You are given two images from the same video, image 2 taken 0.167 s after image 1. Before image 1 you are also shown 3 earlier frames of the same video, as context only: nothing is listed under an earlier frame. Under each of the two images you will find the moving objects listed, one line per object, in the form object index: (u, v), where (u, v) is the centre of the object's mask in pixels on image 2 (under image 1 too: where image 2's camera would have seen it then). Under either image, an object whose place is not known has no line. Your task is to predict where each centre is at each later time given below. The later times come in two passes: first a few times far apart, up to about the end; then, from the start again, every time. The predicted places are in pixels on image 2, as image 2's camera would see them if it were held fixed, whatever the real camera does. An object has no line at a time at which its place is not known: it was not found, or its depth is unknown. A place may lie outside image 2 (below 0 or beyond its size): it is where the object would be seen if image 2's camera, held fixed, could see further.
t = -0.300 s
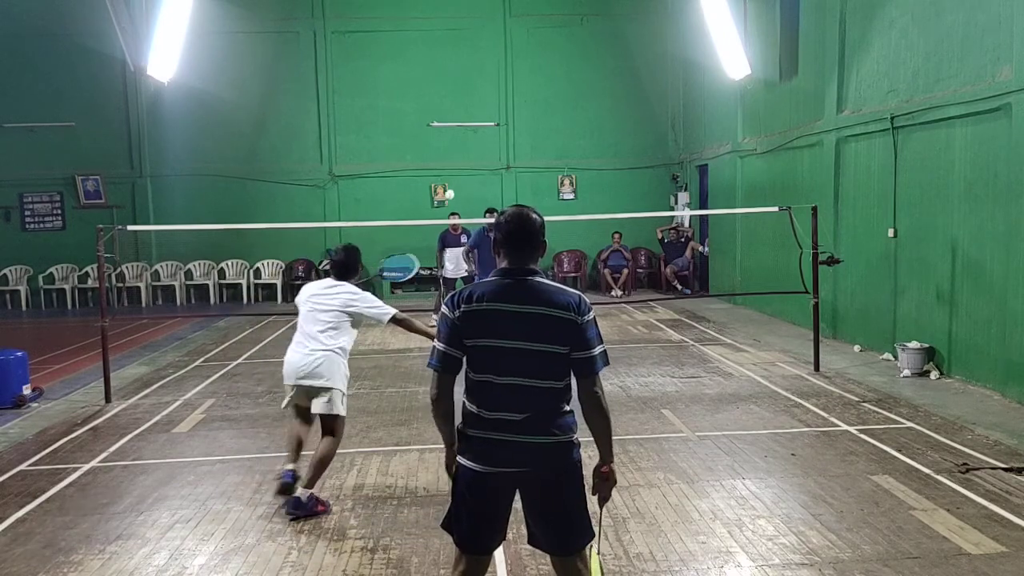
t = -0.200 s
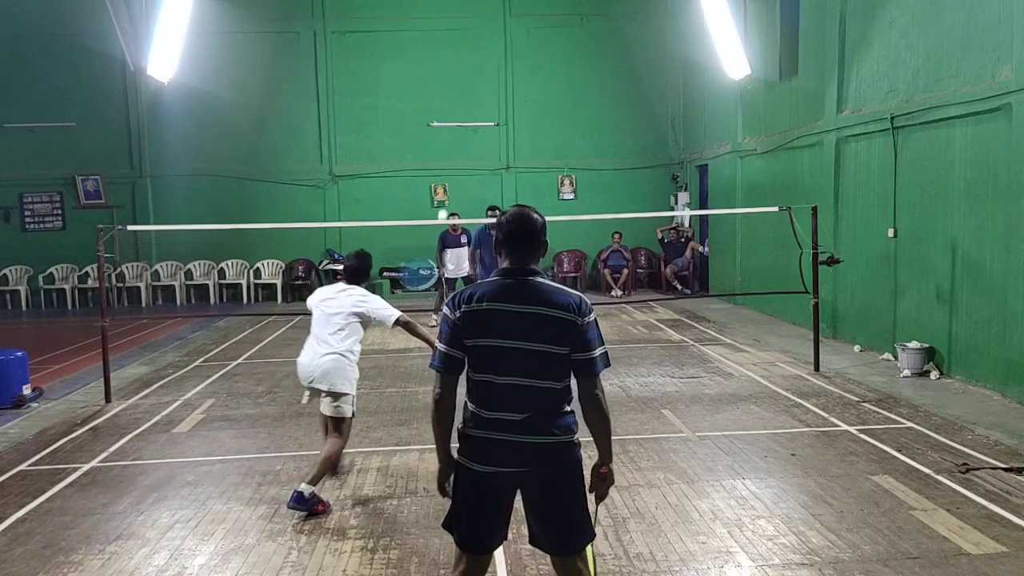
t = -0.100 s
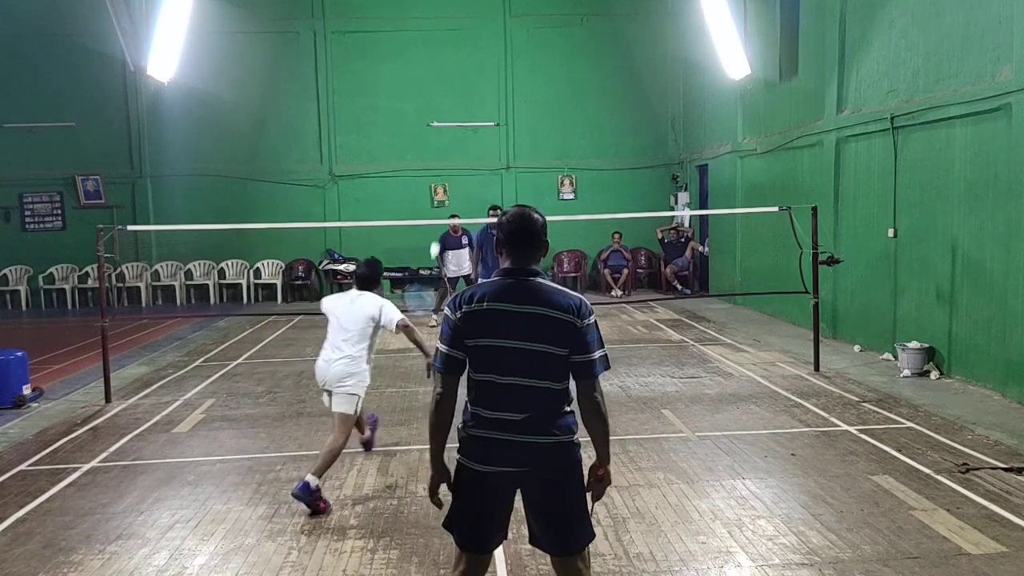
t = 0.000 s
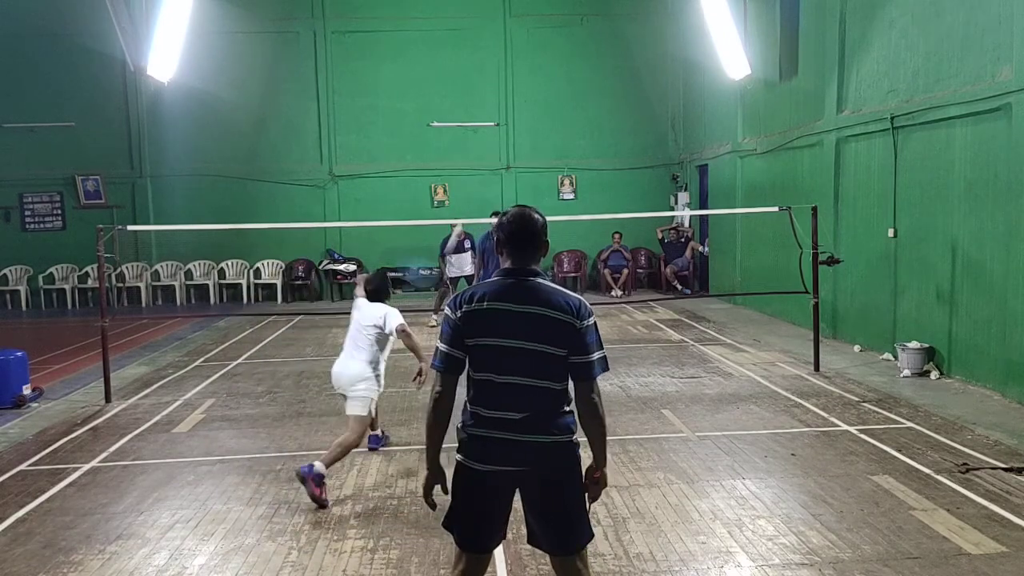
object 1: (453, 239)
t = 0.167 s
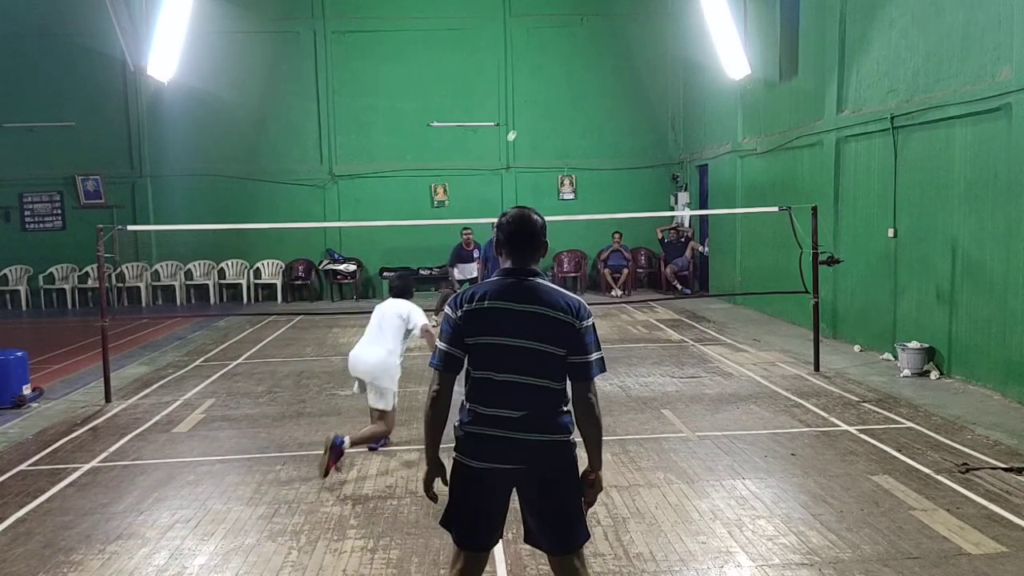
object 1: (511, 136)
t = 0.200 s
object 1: (518, 129)
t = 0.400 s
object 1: (543, 114)
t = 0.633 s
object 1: (560, 134)
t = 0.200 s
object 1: (518, 129)
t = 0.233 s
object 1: (523, 123)
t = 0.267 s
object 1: (529, 119)
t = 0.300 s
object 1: (533, 116)
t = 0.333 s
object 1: (536, 114)
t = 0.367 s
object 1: (540, 113)
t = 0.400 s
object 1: (543, 114)
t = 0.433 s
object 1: (546, 115)
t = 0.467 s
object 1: (549, 116)
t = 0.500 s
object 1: (551, 119)
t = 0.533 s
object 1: (554, 122)
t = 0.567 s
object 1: (556, 125)
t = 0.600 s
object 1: (558, 130)
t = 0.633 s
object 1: (560, 134)
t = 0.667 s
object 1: (563, 140)
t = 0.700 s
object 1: (564, 145)
